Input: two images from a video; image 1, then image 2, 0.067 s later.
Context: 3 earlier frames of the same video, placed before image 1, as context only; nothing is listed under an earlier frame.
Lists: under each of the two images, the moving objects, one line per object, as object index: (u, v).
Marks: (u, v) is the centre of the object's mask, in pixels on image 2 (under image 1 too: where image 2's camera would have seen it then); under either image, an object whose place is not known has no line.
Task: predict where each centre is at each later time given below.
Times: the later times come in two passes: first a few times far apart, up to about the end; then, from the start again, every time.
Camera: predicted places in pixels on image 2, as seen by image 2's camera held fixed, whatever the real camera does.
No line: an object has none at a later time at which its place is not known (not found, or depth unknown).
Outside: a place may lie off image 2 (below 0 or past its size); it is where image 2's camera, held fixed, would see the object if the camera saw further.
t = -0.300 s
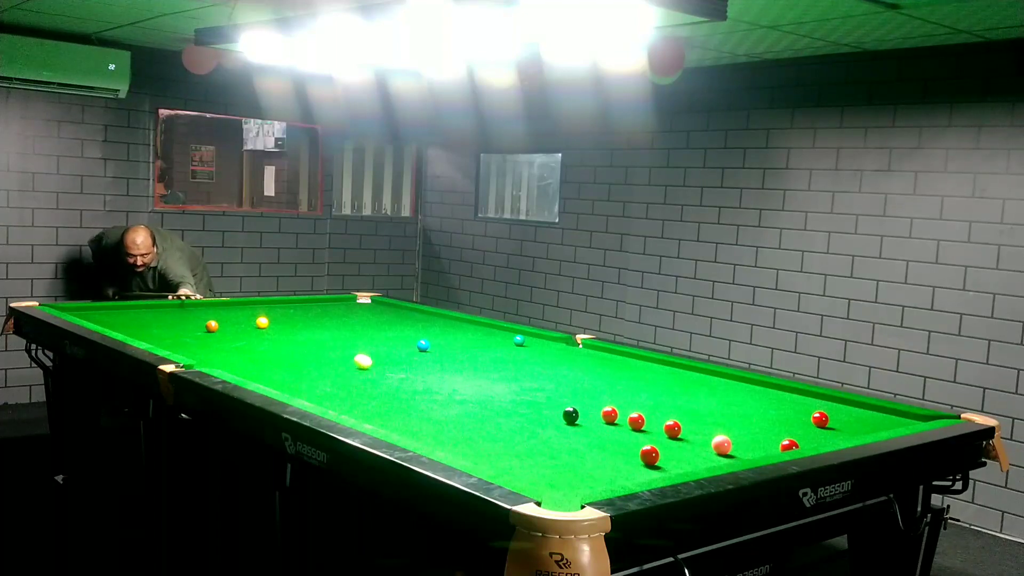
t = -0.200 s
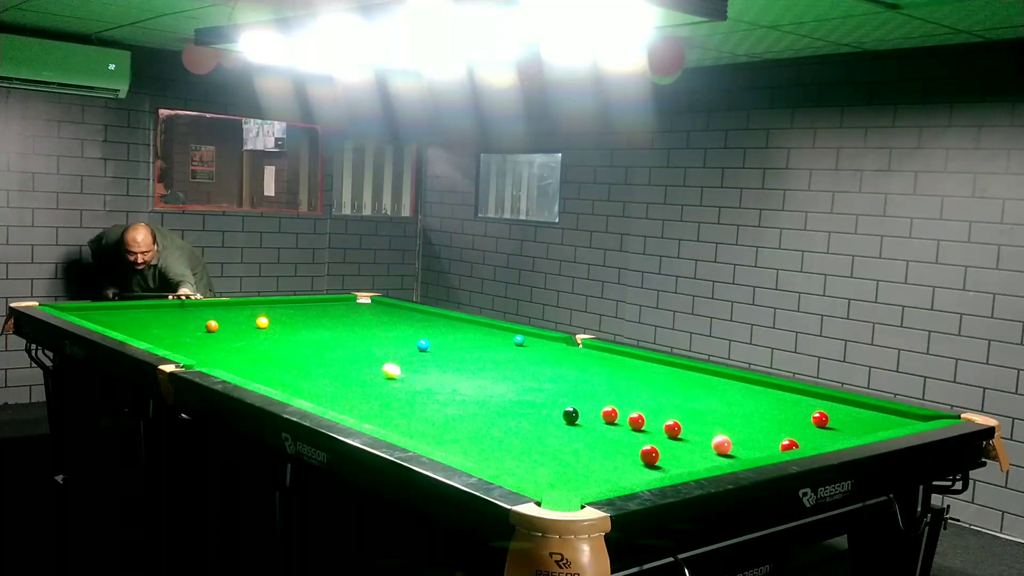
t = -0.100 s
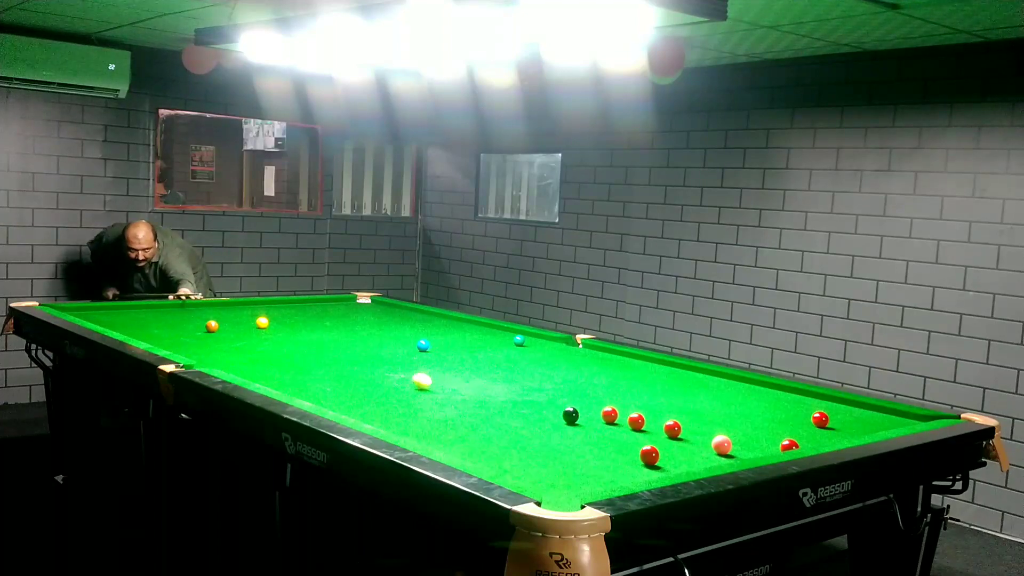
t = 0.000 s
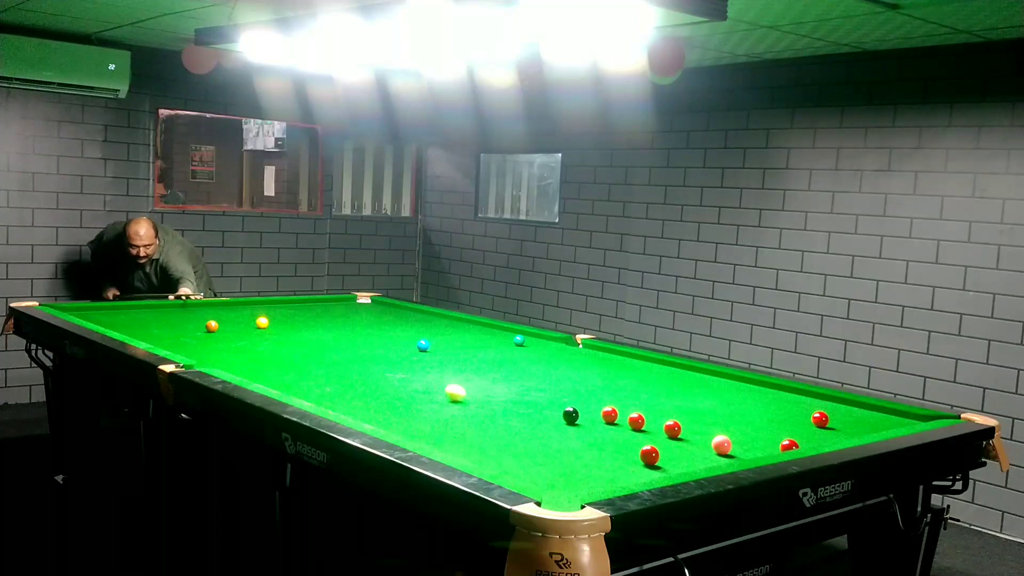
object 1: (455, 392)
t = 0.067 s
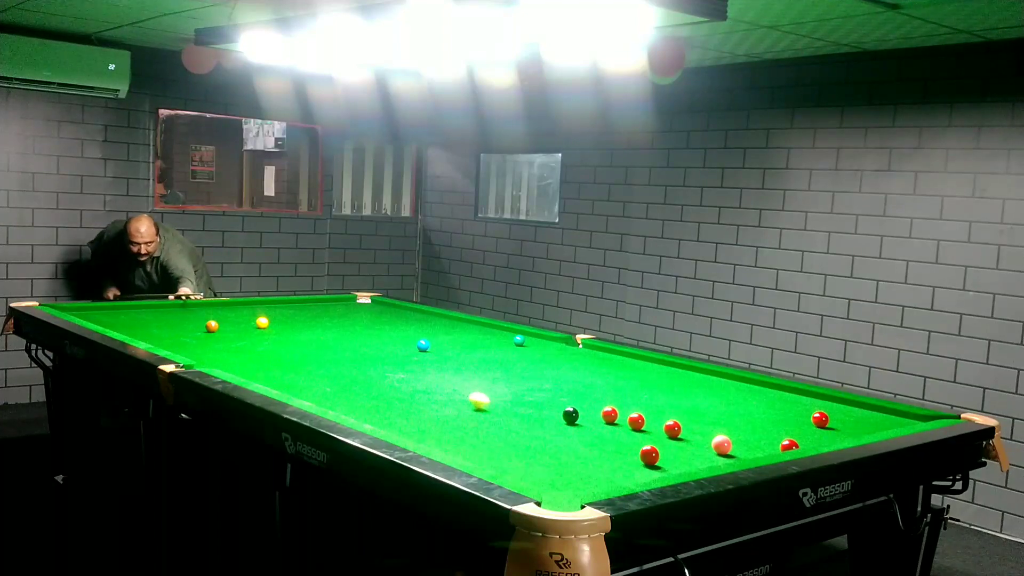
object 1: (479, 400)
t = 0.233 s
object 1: (547, 424)
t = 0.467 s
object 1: (641, 465)
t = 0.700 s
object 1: (577, 464)
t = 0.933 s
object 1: (486, 450)
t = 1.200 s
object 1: (404, 433)
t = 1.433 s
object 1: (389, 420)
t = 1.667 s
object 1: (376, 406)
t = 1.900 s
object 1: (365, 394)
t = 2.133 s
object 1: (354, 383)
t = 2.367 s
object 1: (346, 375)
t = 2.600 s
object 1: (338, 367)
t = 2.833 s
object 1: (330, 359)
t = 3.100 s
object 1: (323, 352)
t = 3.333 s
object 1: (317, 347)
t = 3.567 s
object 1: (312, 342)
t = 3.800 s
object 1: (307, 337)
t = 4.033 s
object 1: (303, 333)
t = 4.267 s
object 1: (298, 329)
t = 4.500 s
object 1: (295, 326)
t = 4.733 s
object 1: (291, 322)
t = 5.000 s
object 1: (288, 319)
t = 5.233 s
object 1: (285, 317)
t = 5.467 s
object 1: (282, 315)
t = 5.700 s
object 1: (280, 312)
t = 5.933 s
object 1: (278, 310)
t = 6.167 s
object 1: (276, 309)
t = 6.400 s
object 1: (274, 307)
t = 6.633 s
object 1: (272, 306)
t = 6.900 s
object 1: (271, 305)
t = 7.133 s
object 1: (270, 304)
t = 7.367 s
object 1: (269, 303)
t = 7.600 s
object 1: (268, 302)
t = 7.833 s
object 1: (268, 301)
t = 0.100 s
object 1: (492, 404)
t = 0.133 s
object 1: (505, 409)
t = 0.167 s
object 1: (518, 414)
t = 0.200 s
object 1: (532, 419)
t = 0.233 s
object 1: (547, 424)
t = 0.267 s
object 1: (562, 429)
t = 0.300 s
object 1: (577, 435)
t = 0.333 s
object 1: (593, 441)
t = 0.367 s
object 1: (611, 447)
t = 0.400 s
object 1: (627, 453)
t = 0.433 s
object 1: (634, 458)
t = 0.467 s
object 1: (641, 465)
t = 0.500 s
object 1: (648, 470)
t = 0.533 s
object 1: (654, 473)
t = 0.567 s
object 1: (639, 473)
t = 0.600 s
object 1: (623, 472)
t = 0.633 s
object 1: (607, 469)
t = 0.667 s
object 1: (591, 466)
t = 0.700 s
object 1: (577, 464)
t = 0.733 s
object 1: (563, 462)
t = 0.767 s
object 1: (550, 460)
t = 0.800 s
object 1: (537, 458)
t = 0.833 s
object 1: (524, 456)
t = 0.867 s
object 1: (511, 454)
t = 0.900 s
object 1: (499, 452)
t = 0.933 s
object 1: (486, 450)
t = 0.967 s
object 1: (474, 449)
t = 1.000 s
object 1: (462, 447)
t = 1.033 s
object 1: (450, 445)
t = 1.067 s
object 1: (438, 442)
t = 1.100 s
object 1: (427, 440)
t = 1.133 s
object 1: (415, 437)
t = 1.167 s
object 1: (406, 434)
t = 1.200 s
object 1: (404, 433)
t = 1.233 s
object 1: (402, 431)
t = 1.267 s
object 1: (400, 429)
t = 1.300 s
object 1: (398, 427)
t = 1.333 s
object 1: (395, 426)
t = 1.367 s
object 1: (393, 424)
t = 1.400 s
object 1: (391, 422)
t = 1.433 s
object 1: (389, 420)
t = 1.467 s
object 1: (387, 418)
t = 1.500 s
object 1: (385, 416)
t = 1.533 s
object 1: (383, 414)
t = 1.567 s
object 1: (381, 412)
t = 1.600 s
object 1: (379, 410)
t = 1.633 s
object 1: (377, 408)
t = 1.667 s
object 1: (376, 406)
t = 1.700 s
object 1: (374, 404)
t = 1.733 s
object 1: (373, 403)
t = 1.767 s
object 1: (371, 401)
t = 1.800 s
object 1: (369, 399)
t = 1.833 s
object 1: (368, 397)
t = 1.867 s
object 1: (366, 396)
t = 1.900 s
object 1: (365, 394)
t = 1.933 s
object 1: (363, 392)
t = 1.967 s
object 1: (362, 391)
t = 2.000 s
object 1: (360, 389)
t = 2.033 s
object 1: (359, 388)
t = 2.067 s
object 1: (357, 386)
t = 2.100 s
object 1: (356, 385)
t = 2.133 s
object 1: (354, 383)
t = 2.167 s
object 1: (353, 382)
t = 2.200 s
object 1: (352, 381)
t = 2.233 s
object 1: (350, 379)
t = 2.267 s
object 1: (349, 378)
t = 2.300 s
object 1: (348, 377)
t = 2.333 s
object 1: (347, 376)
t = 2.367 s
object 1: (346, 375)
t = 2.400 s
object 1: (344, 373)
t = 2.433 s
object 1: (343, 372)
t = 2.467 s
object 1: (342, 371)
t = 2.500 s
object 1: (341, 370)
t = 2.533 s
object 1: (340, 369)
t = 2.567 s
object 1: (339, 367)
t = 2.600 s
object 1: (338, 367)
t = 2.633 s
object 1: (336, 365)
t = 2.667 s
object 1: (335, 364)
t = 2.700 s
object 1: (334, 363)
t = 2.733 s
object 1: (333, 362)
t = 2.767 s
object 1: (332, 361)
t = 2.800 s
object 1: (331, 360)
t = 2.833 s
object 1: (330, 359)
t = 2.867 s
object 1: (330, 358)
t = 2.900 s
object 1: (329, 357)
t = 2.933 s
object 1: (327, 357)
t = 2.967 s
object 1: (327, 356)
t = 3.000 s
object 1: (326, 355)
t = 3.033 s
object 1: (325, 354)
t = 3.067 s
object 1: (324, 353)
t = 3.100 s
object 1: (323, 352)
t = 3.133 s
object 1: (322, 351)
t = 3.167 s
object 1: (321, 350)
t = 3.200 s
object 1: (320, 350)
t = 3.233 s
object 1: (320, 349)
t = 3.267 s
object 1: (319, 348)
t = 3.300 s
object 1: (318, 347)
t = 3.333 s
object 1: (317, 347)
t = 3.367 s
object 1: (316, 346)
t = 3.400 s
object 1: (316, 345)
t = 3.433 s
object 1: (315, 344)
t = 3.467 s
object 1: (314, 344)
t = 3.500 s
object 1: (314, 343)
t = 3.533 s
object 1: (313, 342)
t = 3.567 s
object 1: (312, 342)
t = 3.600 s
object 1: (311, 341)
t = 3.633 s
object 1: (311, 340)
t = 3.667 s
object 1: (310, 340)
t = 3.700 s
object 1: (309, 339)
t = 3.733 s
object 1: (309, 338)
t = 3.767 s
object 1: (308, 337)
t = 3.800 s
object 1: (307, 337)
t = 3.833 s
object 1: (307, 336)
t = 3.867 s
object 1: (306, 336)
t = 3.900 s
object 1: (305, 335)
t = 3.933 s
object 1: (305, 334)
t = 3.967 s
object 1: (304, 334)
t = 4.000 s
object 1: (303, 333)
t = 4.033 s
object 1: (303, 333)
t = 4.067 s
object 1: (302, 332)
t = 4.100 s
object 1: (301, 332)
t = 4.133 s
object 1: (301, 331)
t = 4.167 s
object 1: (300, 331)
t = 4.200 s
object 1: (300, 330)
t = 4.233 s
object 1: (299, 330)
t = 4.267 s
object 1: (298, 329)
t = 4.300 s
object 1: (298, 328)
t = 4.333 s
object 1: (297, 328)
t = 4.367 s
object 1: (297, 328)
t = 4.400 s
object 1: (296, 327)
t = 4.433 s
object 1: (296, 327)
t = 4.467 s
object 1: (295, 326)
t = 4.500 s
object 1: (295, 326)
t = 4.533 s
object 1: (294, 325)
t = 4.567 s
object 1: (294, 325)
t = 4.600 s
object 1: (293, 324)
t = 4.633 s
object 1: (293, 324)
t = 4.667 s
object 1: (292, 323)
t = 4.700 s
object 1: (292, 323)
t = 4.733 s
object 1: (291, 322)
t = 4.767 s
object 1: (291, 322)
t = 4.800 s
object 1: (290, 322)
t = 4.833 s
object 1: (290, 321)
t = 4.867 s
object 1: (290, 321)
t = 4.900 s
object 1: (289, 321)
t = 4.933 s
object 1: (289, 320)
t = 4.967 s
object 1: (288, 320)
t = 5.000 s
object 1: (288, 319)
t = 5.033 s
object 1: (287, 319)
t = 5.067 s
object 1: (287, 319)
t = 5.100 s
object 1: (286, 318)
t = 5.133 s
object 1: (286, 318)
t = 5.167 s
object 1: (286, 317)
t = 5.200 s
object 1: (285, 317)
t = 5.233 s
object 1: (285, 317)
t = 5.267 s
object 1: (285, 316)
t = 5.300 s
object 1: (284, 316)
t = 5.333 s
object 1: (284, 316)
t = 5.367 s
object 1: (284, 315)
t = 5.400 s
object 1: (283, 315)
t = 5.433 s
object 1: (283, 315)
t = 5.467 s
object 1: (282, 315)
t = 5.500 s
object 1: (282, 314)
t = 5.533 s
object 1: (282, 314)
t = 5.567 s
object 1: (282, 313)
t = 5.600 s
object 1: (281, 313)
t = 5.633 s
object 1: (281, 313)
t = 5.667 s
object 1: (280, 313)
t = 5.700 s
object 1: (280, 312)
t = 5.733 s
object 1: (280, 312)
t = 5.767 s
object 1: (279, 312)
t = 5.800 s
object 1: (279, 312)
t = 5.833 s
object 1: (279, 311)
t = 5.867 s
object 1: (279, 311)
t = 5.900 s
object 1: (278, 310)
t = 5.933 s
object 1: (278, 310)
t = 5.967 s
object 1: (278, 310)
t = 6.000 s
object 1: (277, 310)
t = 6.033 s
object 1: (277, 310)
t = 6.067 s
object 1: (277, 310)
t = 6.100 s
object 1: (277, 309)
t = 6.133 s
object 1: (276, 309)
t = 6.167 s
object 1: (276, 309)
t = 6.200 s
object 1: (276, 309)
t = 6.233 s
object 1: (275, 308)
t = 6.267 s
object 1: (275, 308)
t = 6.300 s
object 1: (275, 308)
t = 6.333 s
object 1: (275, 308)
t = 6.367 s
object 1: (274, 307)
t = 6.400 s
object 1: (274, 307)
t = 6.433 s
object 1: (274, 307)
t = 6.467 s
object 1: (274, 307)
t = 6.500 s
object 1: (273, 307)
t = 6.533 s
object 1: (273, 306)
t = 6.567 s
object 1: (273, 306)
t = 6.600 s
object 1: (273, 306)
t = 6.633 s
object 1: (272, 306)
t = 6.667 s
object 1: (272, 306)
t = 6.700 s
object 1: (272, 306)
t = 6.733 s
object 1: (272, 305)
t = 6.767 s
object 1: (272, 305)
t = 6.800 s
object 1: (272, 305)
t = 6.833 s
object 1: (271, 305)
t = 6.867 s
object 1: (271, 305)
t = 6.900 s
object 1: (271, 305)
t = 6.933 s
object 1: (271, 304)
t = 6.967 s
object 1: (271, 304)
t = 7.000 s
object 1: (271, 304)
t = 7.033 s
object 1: (270, 304)
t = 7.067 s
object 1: (270, 304)
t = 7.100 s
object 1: (270, 304)
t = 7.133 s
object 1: (270, 304)
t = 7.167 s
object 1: (270, 303)
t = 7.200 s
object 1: (270, 303)
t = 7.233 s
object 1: (270, 303)
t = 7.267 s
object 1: (270, 303)
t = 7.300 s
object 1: (269, 303)
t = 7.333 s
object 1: (269, 303)
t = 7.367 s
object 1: (269, 303)
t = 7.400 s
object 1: (269, 303)
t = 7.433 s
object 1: (269, 303)
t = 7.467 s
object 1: (269, 302)
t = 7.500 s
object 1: (269, 302)
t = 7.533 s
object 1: (269, 302)
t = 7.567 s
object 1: (268, 302)
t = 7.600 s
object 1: (268, 302)
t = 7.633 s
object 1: (268, 302)
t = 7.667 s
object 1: (268, 302)
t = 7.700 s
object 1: (268, 302)
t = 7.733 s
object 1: (268, 302)
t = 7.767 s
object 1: (267, 302)
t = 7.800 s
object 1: (268, 301)
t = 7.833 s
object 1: (268, 301)
